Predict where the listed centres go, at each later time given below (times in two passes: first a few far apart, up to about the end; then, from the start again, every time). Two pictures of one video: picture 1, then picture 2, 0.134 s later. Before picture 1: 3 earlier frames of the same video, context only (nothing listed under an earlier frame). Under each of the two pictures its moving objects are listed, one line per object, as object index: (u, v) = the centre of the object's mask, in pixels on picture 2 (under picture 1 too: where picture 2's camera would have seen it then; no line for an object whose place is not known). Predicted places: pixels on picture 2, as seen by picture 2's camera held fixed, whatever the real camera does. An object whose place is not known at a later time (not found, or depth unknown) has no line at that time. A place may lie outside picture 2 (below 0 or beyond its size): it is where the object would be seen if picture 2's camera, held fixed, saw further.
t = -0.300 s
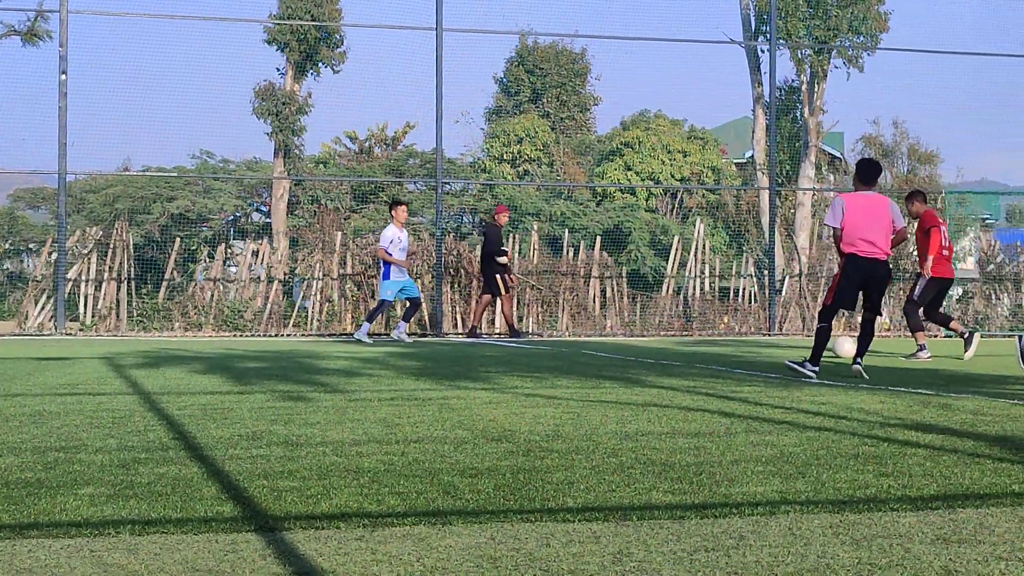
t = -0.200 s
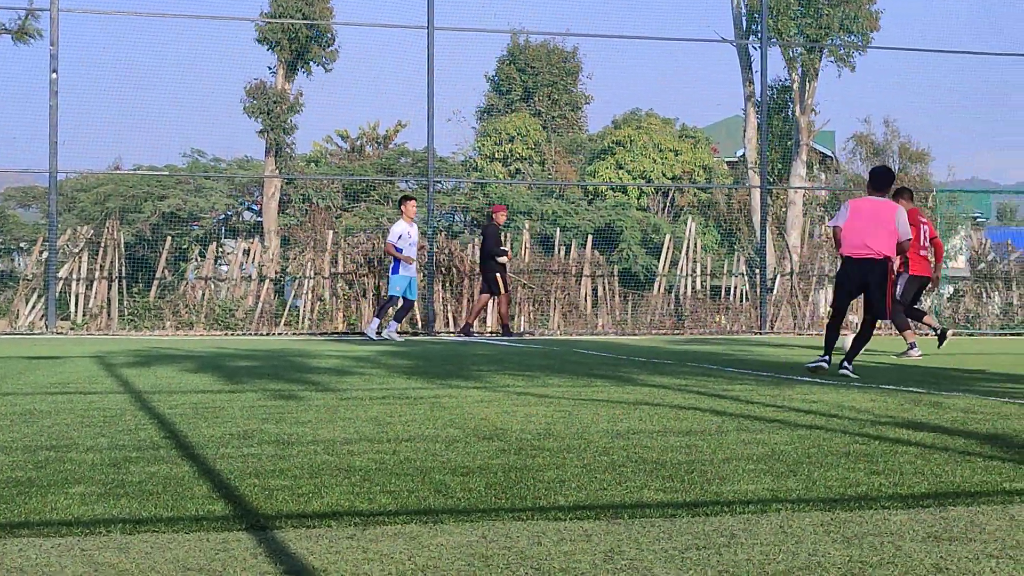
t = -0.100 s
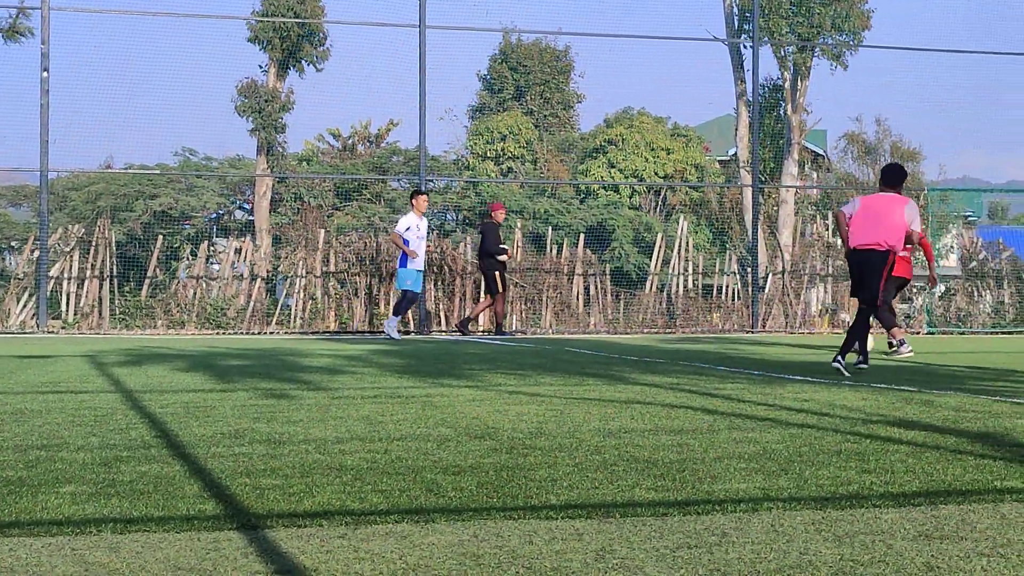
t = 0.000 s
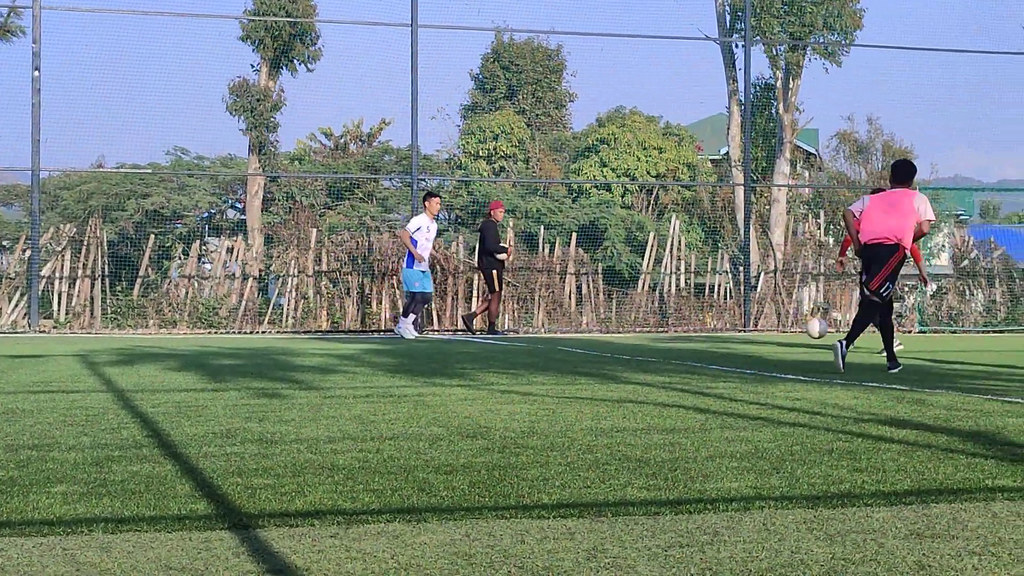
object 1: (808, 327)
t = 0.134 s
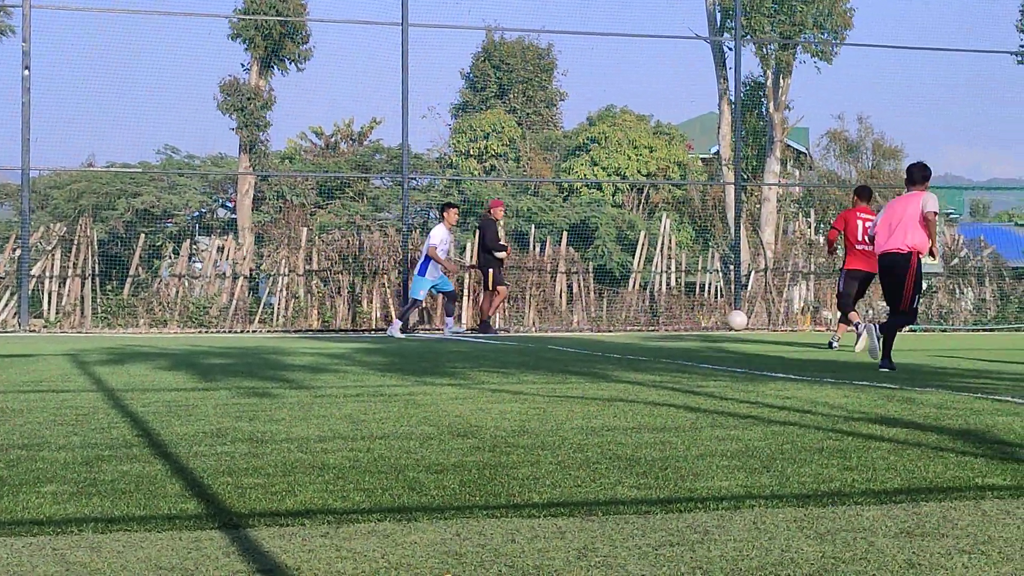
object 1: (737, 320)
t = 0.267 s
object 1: (672, 331)
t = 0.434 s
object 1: (621, 327)
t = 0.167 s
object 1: (720, 321)
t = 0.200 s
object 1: (705, 323)
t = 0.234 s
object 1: (688, 327)
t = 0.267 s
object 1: (672, 331)
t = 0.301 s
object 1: (659, 332)
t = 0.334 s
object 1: (649, 330)
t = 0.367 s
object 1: (640, 328)
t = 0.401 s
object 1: (630, 327)
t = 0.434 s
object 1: (621, 327)
